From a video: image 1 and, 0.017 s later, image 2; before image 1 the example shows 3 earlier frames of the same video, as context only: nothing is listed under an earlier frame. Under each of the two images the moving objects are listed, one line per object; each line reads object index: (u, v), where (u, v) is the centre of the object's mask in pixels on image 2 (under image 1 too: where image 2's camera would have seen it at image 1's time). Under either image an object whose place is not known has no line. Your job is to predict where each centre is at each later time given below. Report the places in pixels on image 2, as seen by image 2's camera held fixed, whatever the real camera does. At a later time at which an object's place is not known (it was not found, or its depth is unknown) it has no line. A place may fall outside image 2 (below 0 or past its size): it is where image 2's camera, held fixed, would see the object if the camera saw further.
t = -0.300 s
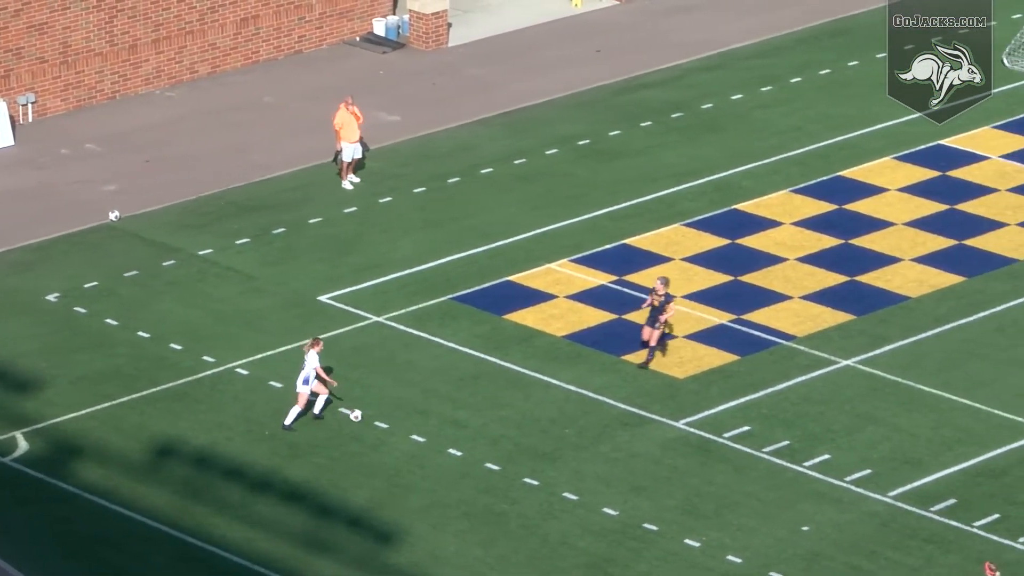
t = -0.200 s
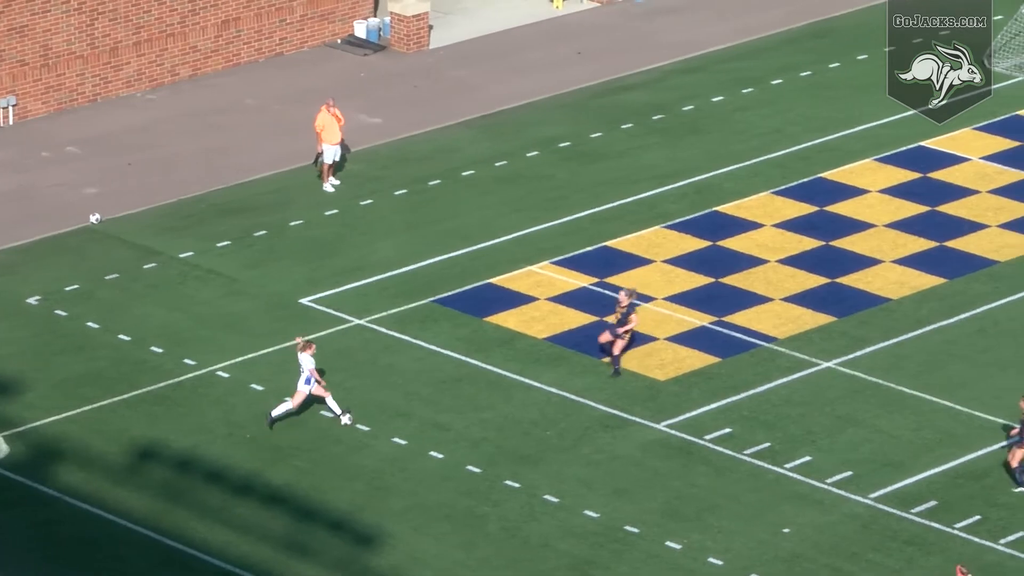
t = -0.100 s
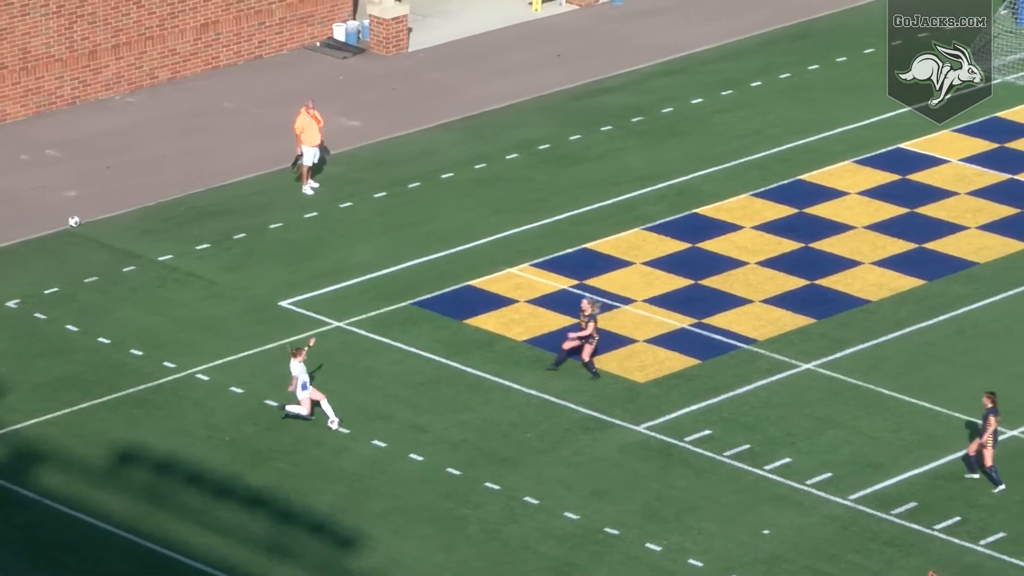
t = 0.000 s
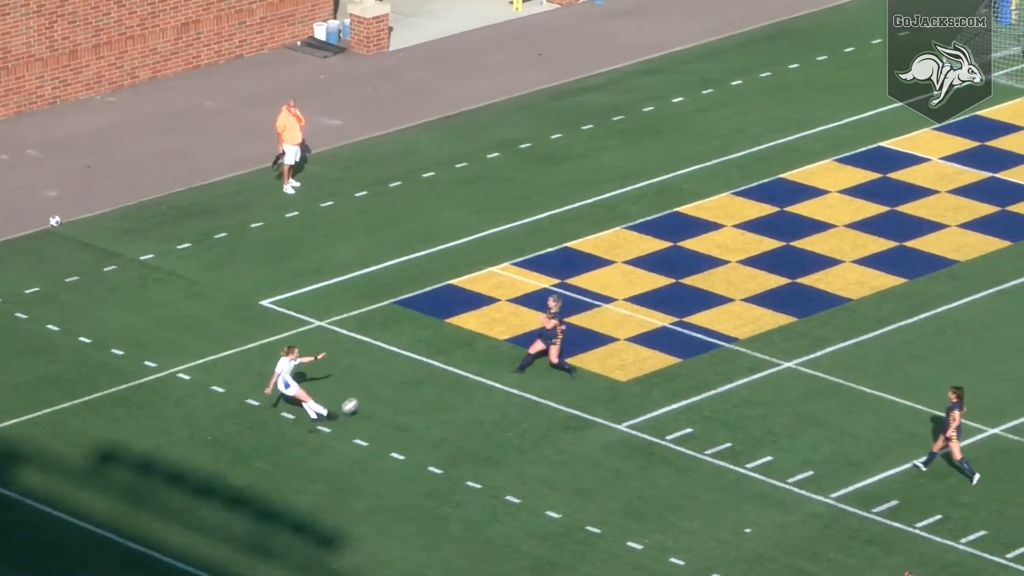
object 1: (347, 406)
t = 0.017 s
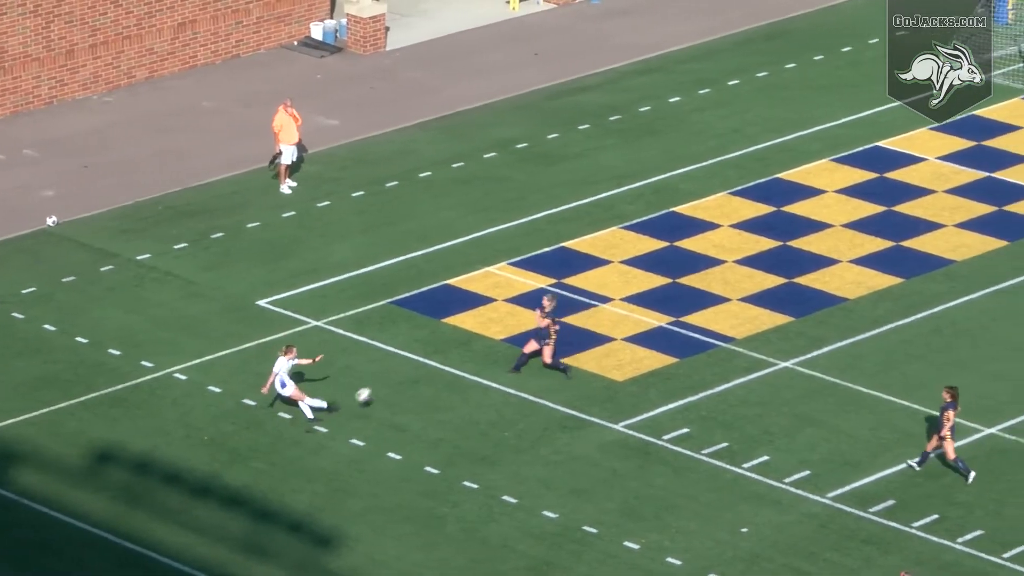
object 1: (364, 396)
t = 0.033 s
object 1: (380, 385)
